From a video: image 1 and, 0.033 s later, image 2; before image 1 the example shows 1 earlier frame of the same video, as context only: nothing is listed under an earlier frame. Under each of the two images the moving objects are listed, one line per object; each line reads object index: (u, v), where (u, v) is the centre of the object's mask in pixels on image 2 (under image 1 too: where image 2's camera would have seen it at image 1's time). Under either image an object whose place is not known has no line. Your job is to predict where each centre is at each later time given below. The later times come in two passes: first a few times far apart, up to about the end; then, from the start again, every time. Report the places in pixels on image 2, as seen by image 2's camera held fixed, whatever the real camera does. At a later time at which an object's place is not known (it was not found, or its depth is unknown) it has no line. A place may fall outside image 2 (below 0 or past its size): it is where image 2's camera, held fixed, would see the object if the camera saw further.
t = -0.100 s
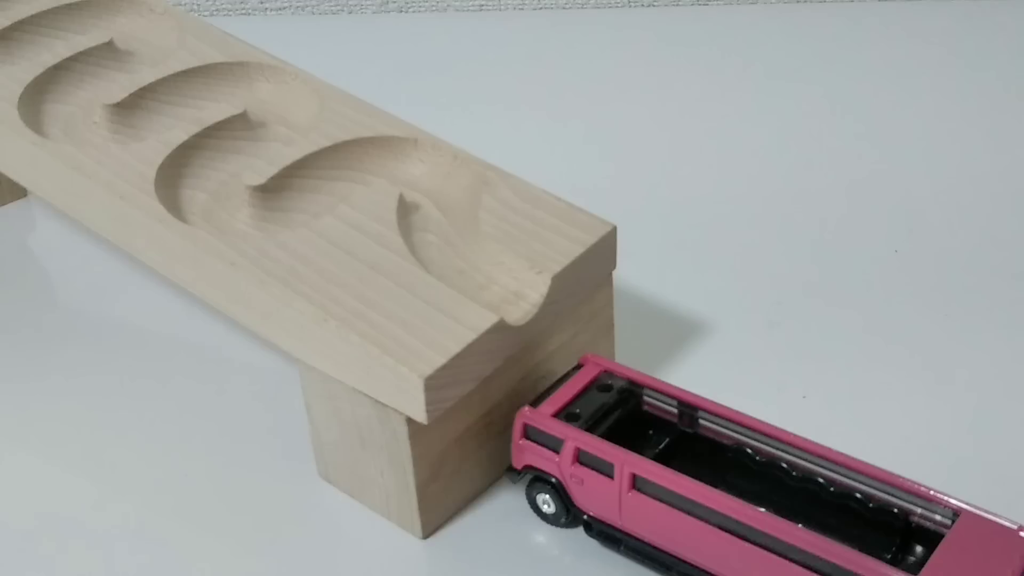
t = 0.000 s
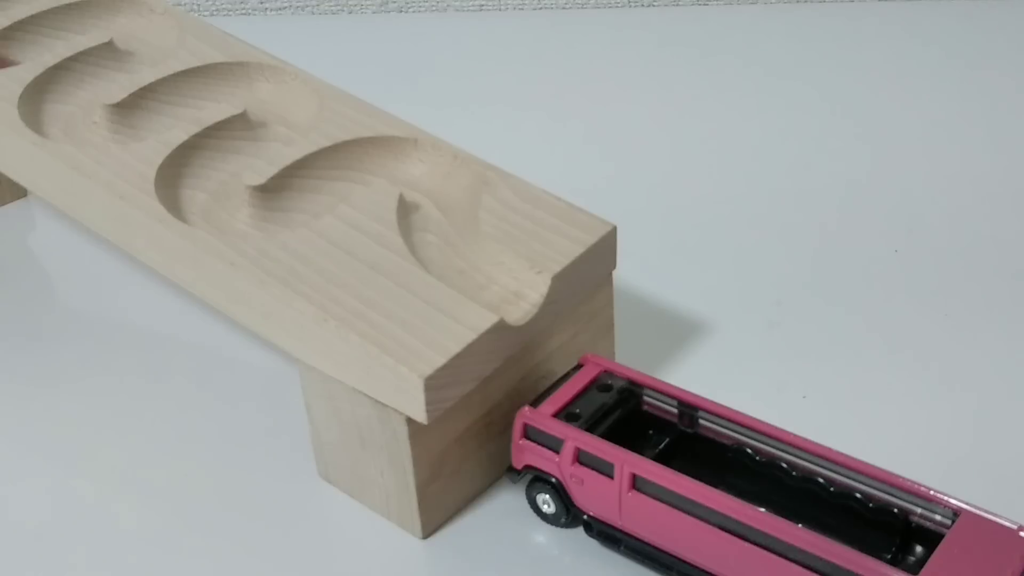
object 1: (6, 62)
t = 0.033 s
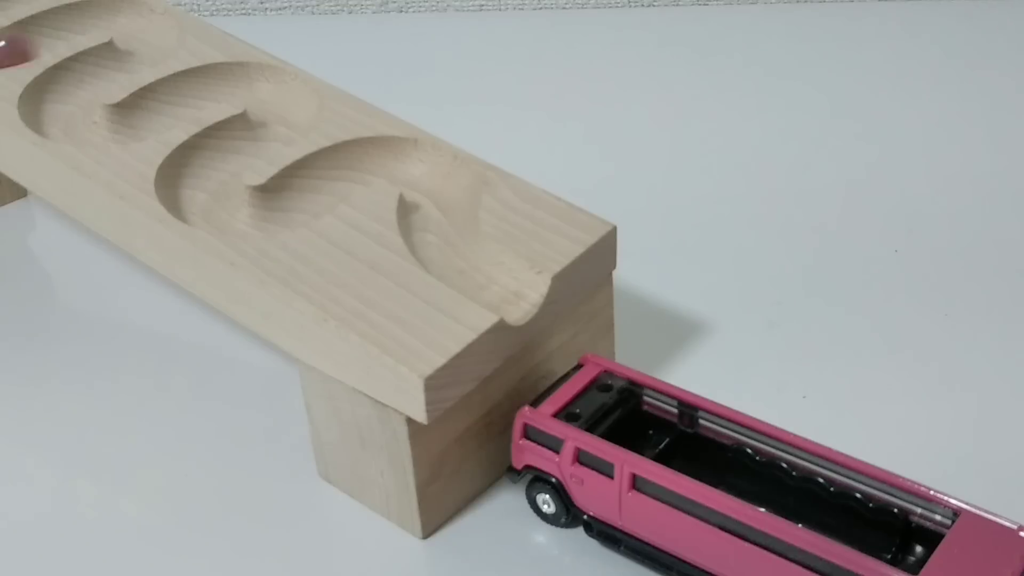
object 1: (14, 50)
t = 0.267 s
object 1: (154, 29)
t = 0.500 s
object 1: (56, 114)
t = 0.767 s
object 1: (242, 87)
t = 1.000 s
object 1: (213, 159)
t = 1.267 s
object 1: (331, 173)
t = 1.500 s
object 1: (438, 226)
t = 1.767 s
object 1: (740, 475)
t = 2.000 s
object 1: (824, 513)
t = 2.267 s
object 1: (804, 505)
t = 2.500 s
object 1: (811, 509)
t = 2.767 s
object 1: (825, 514)
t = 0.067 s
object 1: (28, 40)
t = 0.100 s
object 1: (46, 29)
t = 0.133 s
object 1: (65, 21)
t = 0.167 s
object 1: (92, 20)
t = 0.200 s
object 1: (124, 22)
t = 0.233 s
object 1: (144, 23)
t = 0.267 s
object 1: (154, 29)
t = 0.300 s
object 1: (152, 41)
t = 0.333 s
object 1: (140, 50)
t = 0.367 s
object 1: (115, 62)
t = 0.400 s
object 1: (88, 72)
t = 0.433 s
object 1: (73, 84)
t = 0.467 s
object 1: (63, 100)
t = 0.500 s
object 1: (56, 114)
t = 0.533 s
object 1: (66, 122)
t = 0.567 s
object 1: (96, 126)
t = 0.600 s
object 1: (127, 123)
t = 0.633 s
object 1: (151, 116)
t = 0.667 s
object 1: (166, 105)
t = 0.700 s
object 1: (184, 92)
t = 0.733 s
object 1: (210, 87)
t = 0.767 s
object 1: (242, 87)
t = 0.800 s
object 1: (269, 87)
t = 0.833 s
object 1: (286, 94)
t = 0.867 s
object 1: (291, 111)
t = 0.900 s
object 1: (284, 122)
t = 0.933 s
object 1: (263, 134)
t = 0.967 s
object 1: (234, 146)
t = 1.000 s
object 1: (213, 159)
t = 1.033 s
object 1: (202, 176)
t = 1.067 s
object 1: (200, 198)
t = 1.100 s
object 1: (214, 208)
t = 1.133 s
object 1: (240, 212)
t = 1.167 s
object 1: (276, 211)
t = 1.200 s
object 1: (301, 199)
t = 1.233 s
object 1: (316, 189)
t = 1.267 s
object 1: (331, 173)
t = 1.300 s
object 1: (357, 167)
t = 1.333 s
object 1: (394, 165)
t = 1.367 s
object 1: (423, 166)
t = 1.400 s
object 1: (441, 174)
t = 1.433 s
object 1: (448, 190)
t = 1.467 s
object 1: (446, 206)
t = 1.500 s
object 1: (438, 226)
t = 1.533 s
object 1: (444, 241)
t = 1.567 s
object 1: (466, 257)
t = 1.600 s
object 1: (496, 273)
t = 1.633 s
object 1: (523, 291)
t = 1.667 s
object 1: (558, 329)
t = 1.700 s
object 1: (610, 384)
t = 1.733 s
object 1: (669, 428)
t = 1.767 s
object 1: (740, 475)
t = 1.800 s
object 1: (798, 496)
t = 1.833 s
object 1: (859, 524)
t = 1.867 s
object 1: (885, 533)
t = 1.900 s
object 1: (868, 526)
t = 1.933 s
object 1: (853, 523)
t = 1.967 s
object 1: (838, 514)
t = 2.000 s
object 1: (824, 513)
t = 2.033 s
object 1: (818, 511)
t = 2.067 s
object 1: (816, 510)
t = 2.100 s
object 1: (814, 509)
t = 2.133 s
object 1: (812, 508)
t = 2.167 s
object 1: (809, 507)
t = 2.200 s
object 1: (807, 506)
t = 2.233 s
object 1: (805, 505)
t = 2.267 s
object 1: (804, 505)
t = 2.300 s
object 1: (803, 504)
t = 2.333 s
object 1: (803, 505)
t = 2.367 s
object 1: (805, 506)
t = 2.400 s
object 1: (806, 506)
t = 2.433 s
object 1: (808, 507)
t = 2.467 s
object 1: (809, 508)
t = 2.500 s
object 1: (811, 509)
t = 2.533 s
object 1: (813, 509)
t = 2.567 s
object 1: (814, 510)
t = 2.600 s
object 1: (816, 511)
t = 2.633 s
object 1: (817, 511)
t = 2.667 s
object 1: (820, 512)
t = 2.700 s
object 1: (821, 513)
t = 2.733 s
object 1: (823, 513)
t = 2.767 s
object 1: (825, 514)
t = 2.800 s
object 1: (827, 515)
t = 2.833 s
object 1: (829, 516)
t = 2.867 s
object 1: (831, 517)
